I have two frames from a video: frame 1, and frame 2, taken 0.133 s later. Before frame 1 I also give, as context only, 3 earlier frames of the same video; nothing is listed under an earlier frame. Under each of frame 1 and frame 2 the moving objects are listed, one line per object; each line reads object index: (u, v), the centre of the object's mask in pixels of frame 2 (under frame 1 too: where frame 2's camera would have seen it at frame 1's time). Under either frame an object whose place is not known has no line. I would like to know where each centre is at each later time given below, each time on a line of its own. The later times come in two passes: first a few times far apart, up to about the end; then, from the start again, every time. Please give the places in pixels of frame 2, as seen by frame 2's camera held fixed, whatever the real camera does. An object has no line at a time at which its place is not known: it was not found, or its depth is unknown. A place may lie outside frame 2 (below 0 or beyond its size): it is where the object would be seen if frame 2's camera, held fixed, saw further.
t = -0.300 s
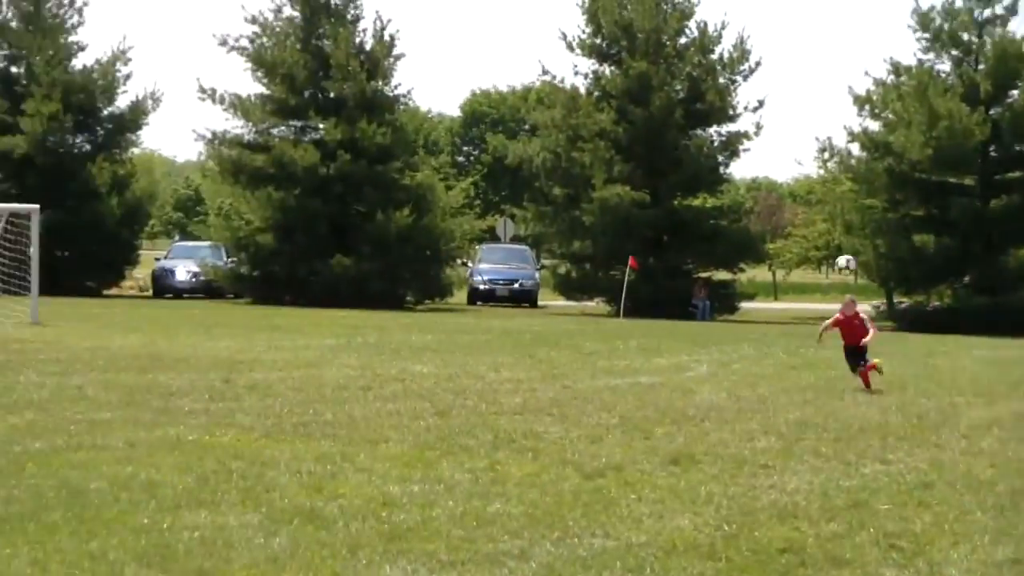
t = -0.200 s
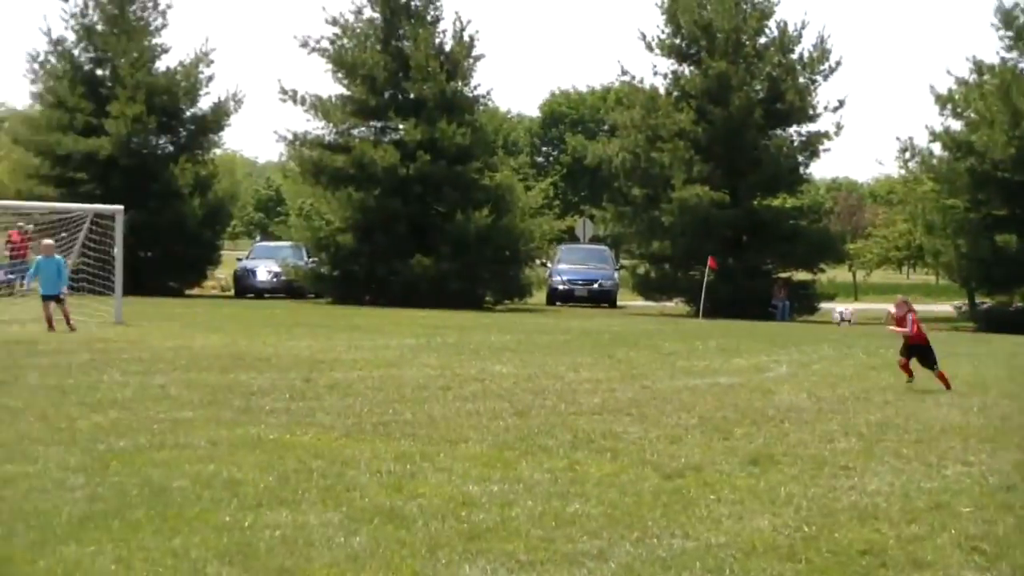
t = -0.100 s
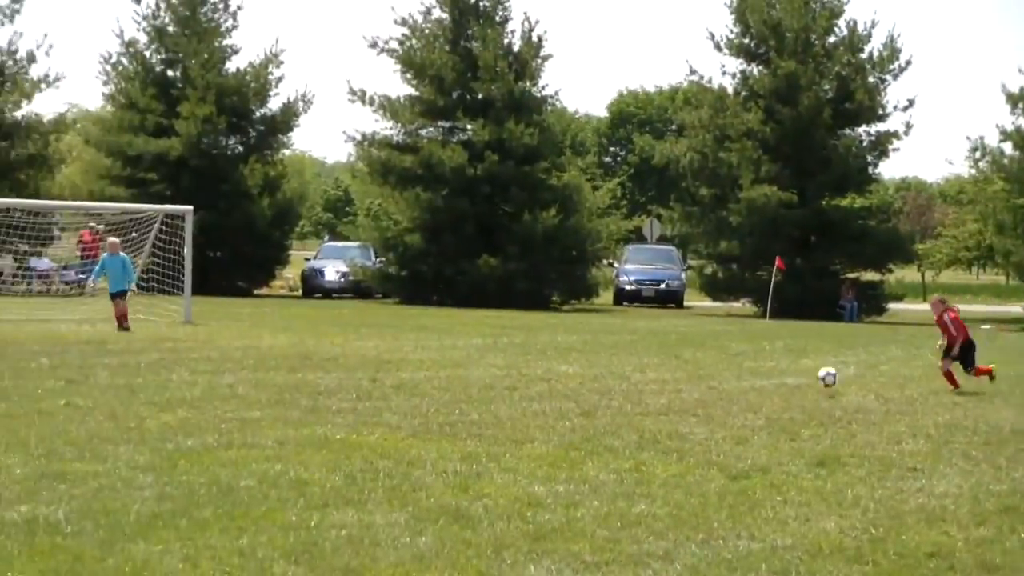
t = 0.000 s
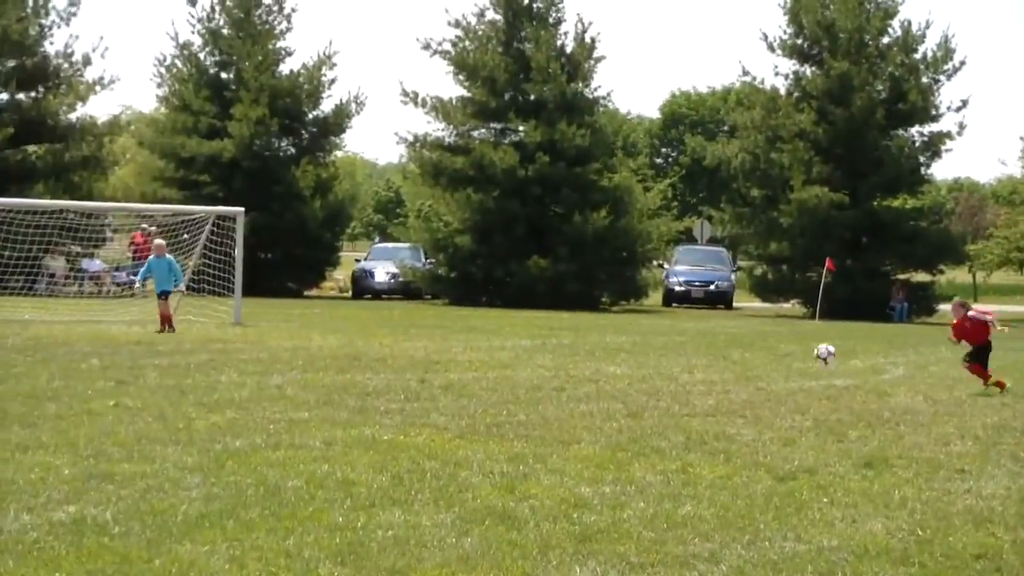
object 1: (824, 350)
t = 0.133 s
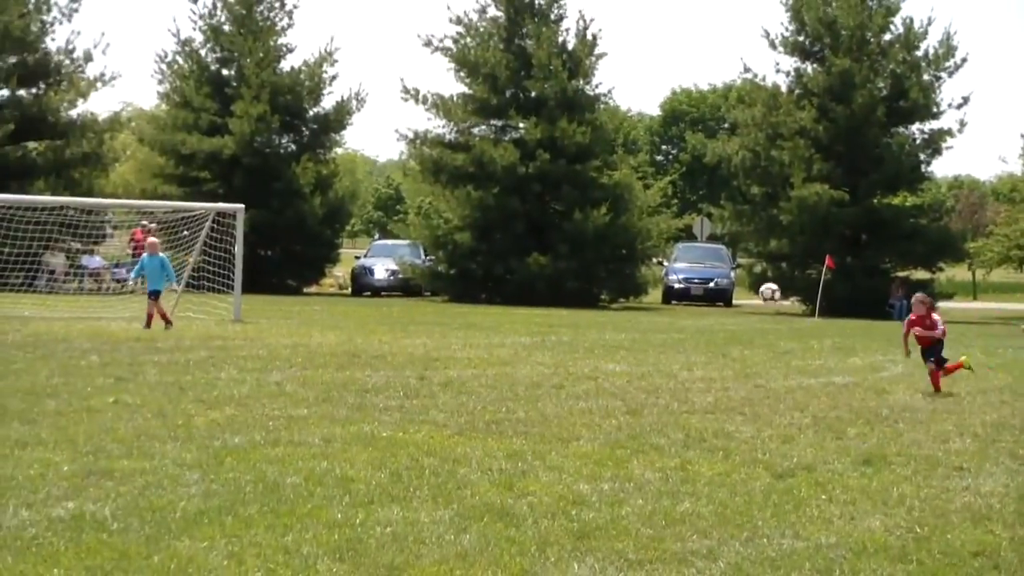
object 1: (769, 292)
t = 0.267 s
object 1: (715, 251)
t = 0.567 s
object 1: (592, 226)
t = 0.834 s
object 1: (483, 275)
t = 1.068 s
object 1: (392, 370)
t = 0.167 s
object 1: (757, 281)
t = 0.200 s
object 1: (742, 269)
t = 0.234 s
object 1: (729, 260)
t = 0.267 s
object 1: (715, 251)
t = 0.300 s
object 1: (702, 244)
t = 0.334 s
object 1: (687, 239)
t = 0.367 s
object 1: (674, 234)
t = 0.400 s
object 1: (660, 230)
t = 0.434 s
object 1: (646, 227)
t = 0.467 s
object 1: (633, 225)
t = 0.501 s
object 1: (619, 224)
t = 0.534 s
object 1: (606, 225)
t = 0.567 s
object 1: (592, 226)
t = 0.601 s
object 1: (578, 229)
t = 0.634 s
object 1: (564, 232)
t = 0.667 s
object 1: (551, 236)
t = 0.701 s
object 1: (537, 242)
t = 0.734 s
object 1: (524, 248)
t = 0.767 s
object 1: (510, 256)
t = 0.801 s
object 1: (496, 265)
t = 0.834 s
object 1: (483, 275)
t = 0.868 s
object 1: (470, 286)
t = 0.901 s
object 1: (456, 296)
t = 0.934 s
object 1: (443, 309)
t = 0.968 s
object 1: (431, 323)
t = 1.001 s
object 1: (417, 338)
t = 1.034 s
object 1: (405, 355)
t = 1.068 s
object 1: (392, 370)
